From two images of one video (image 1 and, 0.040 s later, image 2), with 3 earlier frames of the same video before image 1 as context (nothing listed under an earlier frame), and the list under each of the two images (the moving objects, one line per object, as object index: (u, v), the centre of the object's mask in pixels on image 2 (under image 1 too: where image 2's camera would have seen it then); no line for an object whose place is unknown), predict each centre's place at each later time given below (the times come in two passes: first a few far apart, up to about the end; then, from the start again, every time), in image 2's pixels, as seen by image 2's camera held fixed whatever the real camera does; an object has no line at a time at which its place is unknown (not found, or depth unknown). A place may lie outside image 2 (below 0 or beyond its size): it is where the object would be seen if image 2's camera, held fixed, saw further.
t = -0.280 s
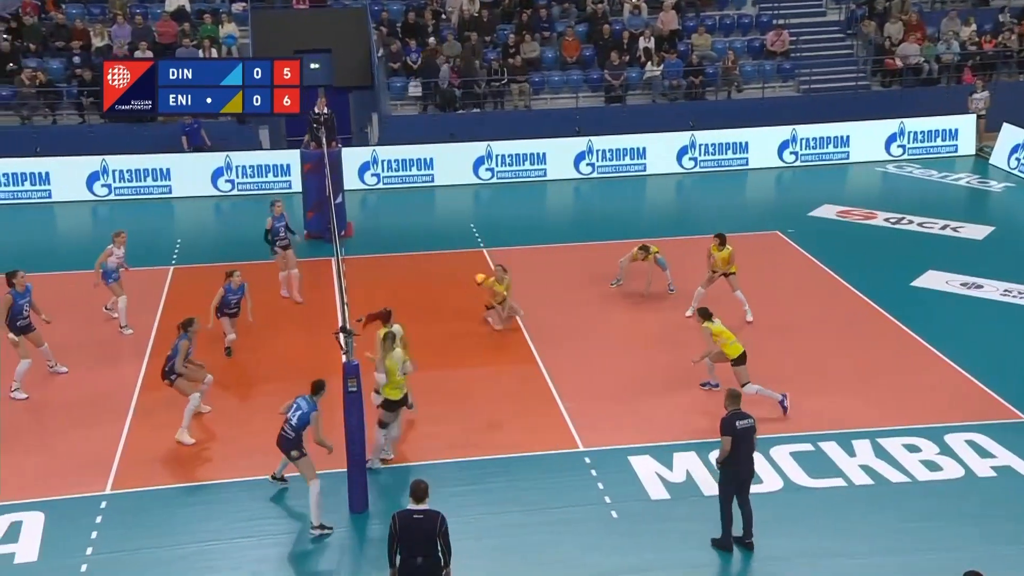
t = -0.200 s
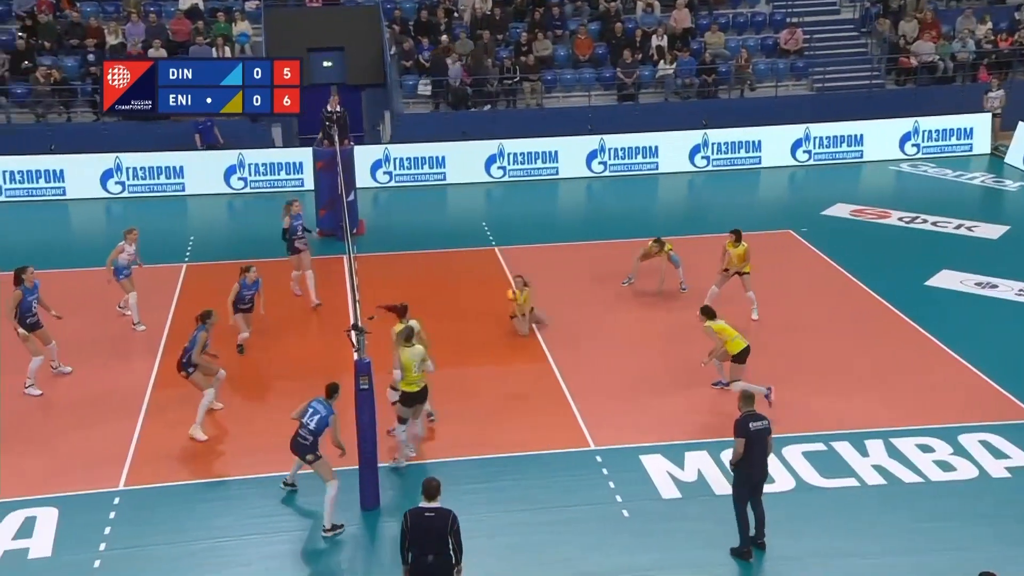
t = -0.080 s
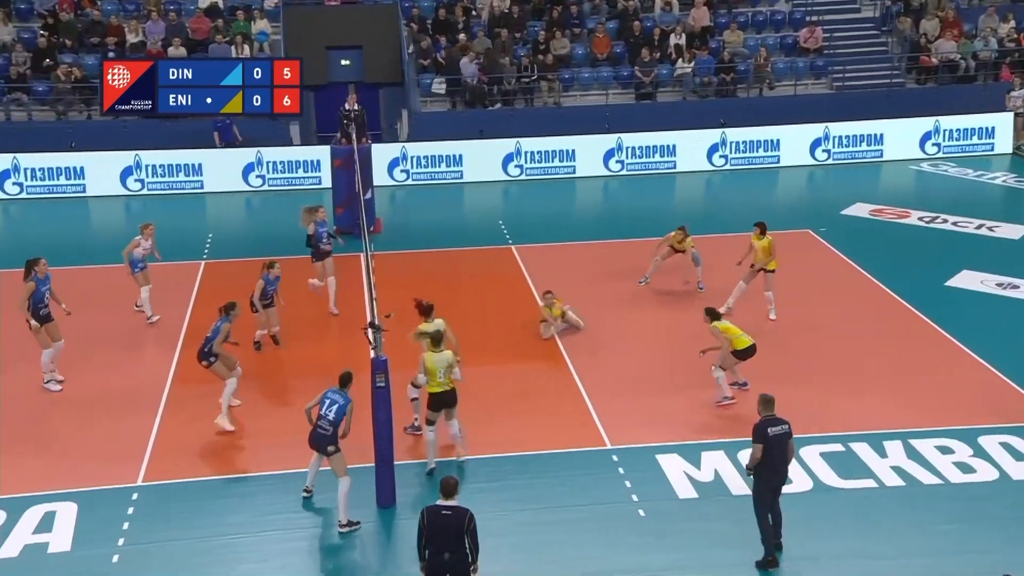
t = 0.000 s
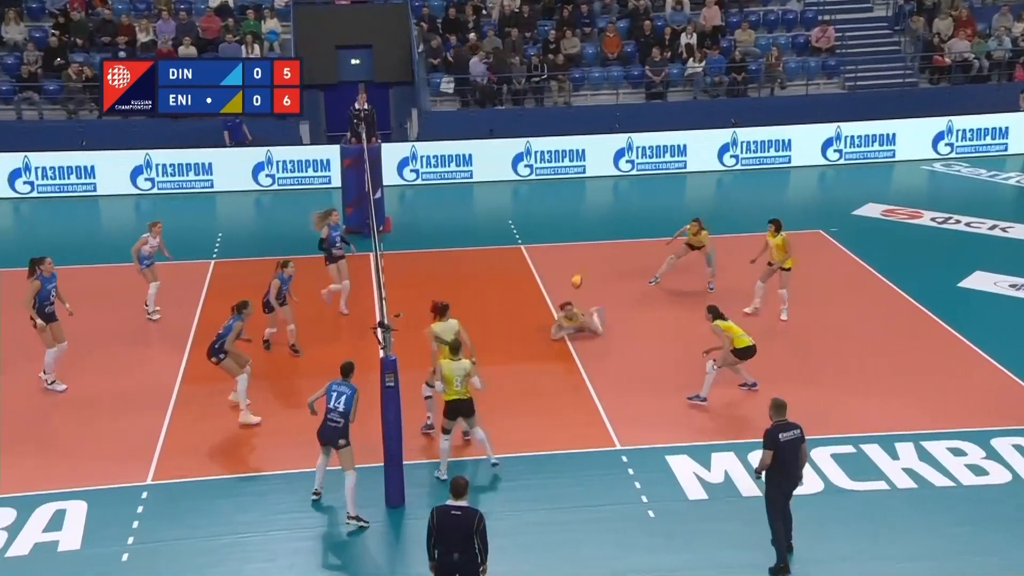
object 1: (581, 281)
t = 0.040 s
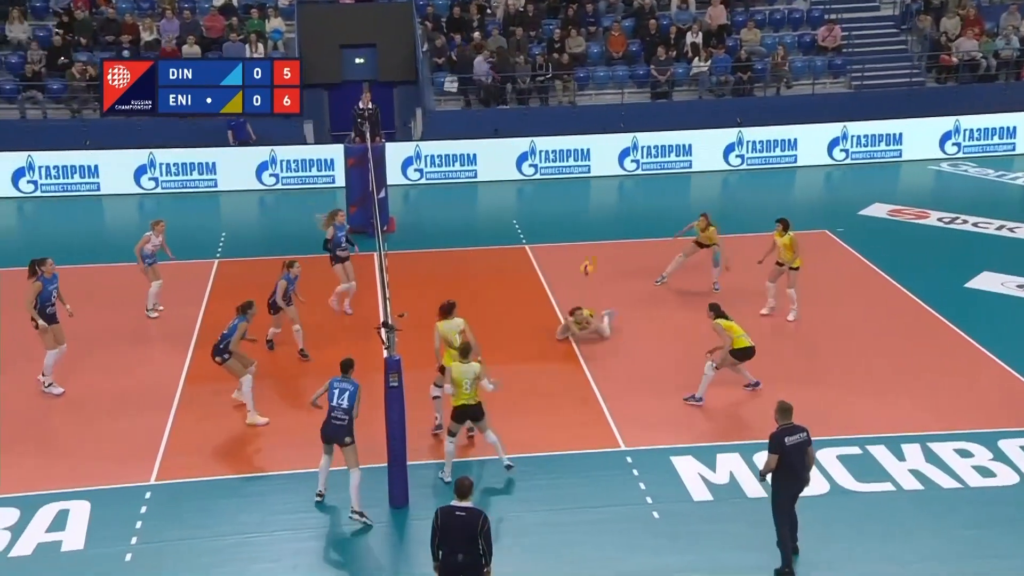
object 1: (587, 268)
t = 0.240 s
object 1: (615, 212)
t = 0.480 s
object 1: (648, 179)
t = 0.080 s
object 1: (592, 254)
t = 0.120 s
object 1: (597, 244)
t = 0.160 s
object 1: (603, 231)
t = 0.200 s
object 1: (610, 221)
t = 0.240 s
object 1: (615, 212)
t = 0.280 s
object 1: (620, 205)
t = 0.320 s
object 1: (626, 198)
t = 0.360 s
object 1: (631, 191)
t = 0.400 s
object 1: (638, 186)
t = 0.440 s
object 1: (642, 182)
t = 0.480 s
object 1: (648, 179)
